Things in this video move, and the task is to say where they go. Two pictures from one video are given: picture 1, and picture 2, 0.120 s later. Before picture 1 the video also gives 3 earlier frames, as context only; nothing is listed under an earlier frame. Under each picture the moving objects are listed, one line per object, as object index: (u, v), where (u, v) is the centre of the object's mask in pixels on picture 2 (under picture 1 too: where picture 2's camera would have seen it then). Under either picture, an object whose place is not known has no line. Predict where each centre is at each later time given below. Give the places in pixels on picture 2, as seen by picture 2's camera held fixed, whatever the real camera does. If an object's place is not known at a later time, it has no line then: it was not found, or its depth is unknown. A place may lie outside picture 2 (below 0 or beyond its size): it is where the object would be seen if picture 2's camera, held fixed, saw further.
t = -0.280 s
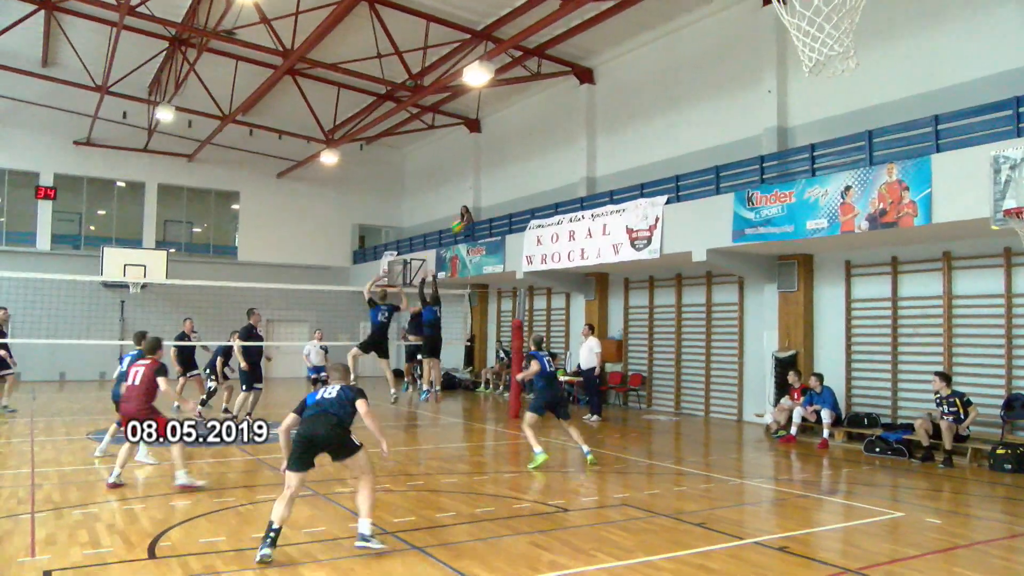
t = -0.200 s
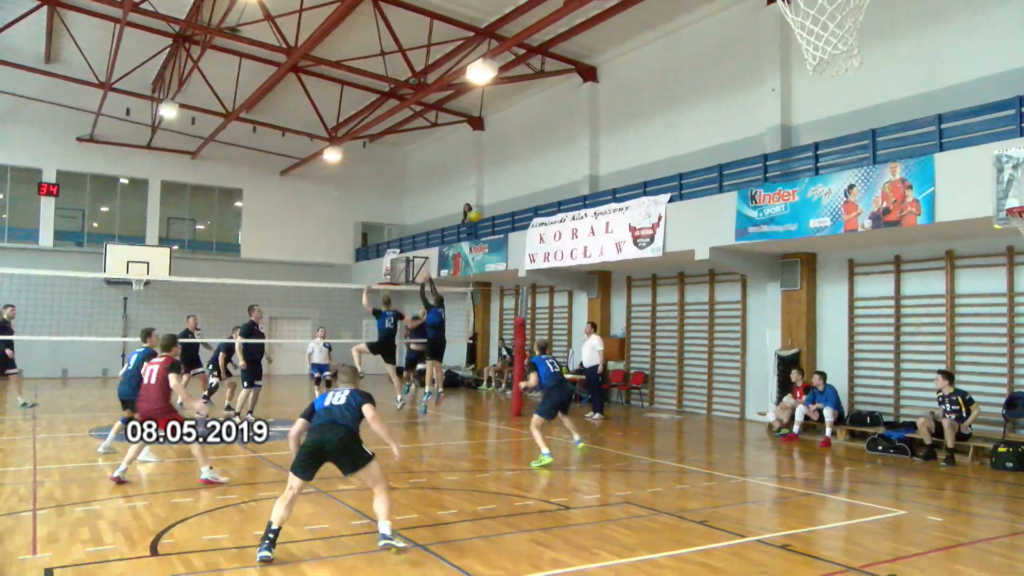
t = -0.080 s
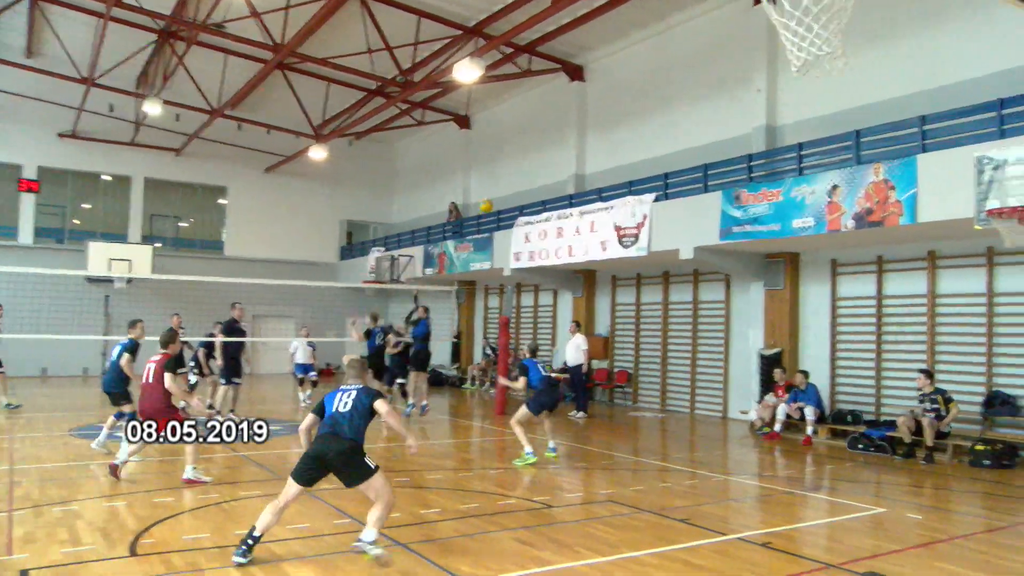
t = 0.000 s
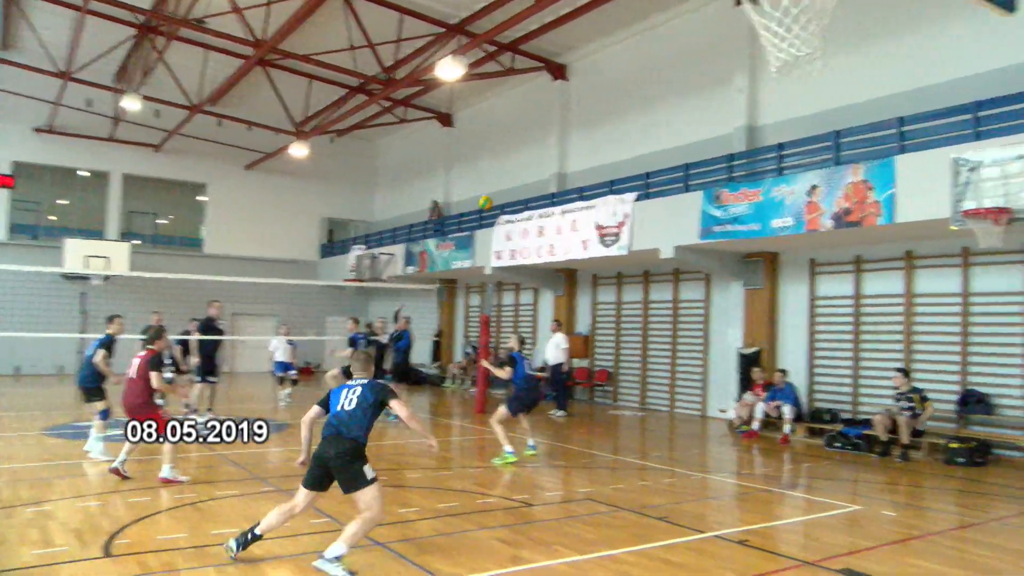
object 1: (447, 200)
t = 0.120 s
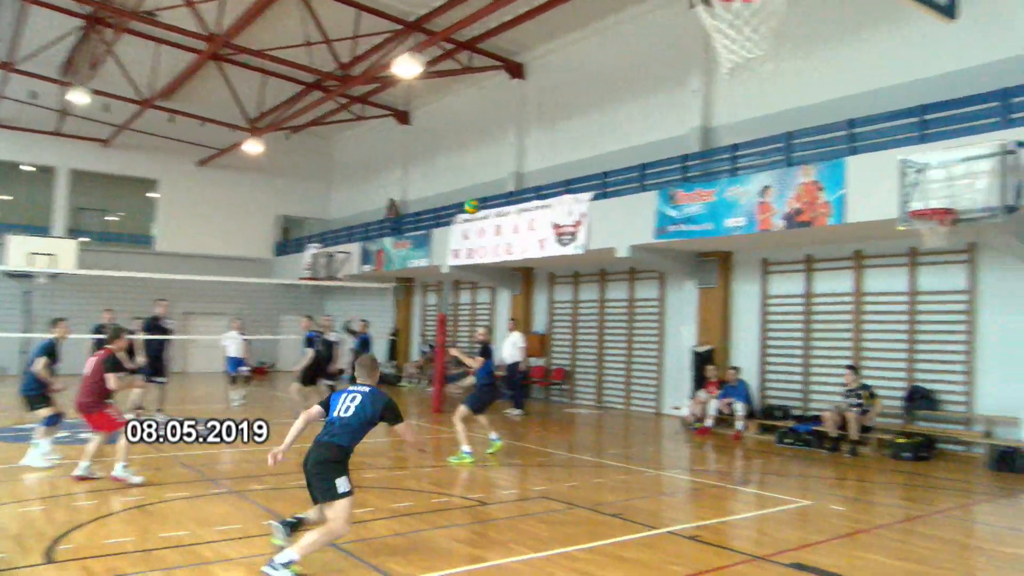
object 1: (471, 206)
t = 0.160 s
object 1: (480, 211)
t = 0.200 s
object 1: (491, 216)
